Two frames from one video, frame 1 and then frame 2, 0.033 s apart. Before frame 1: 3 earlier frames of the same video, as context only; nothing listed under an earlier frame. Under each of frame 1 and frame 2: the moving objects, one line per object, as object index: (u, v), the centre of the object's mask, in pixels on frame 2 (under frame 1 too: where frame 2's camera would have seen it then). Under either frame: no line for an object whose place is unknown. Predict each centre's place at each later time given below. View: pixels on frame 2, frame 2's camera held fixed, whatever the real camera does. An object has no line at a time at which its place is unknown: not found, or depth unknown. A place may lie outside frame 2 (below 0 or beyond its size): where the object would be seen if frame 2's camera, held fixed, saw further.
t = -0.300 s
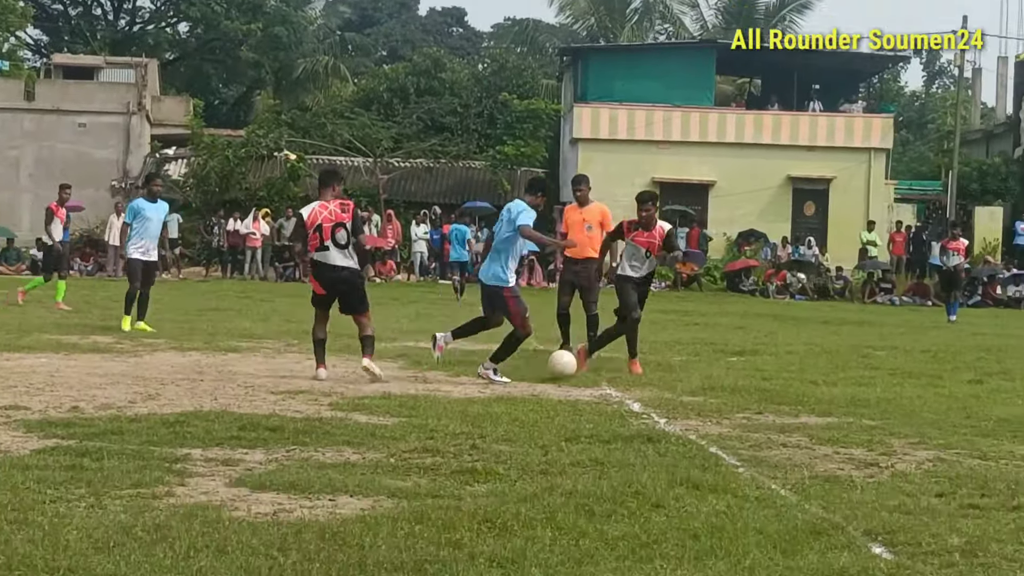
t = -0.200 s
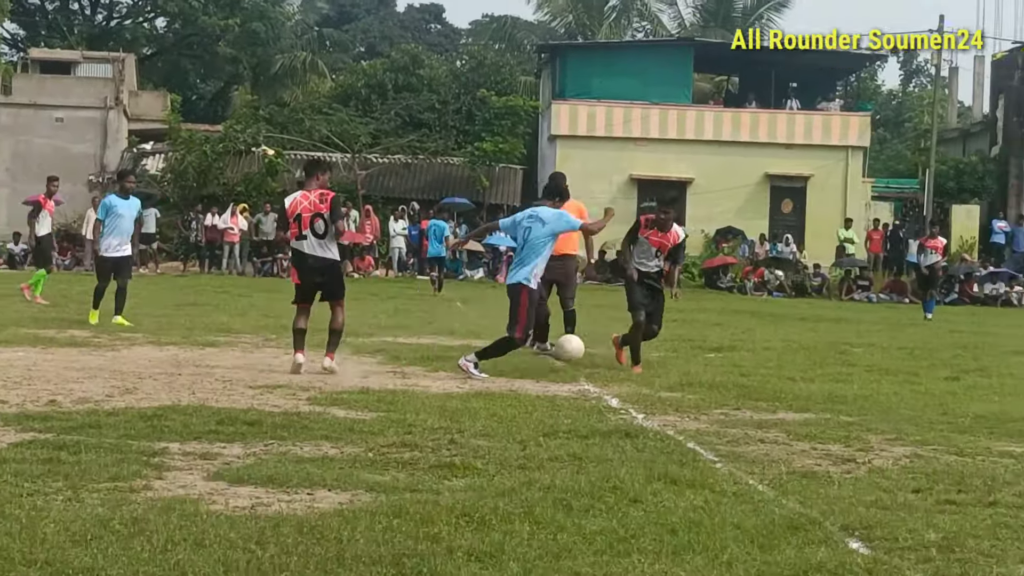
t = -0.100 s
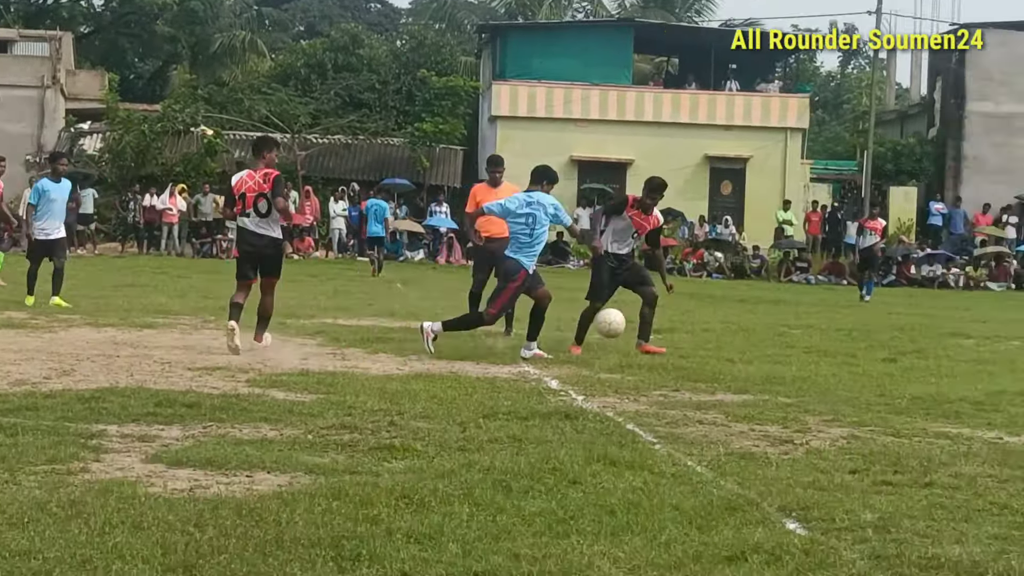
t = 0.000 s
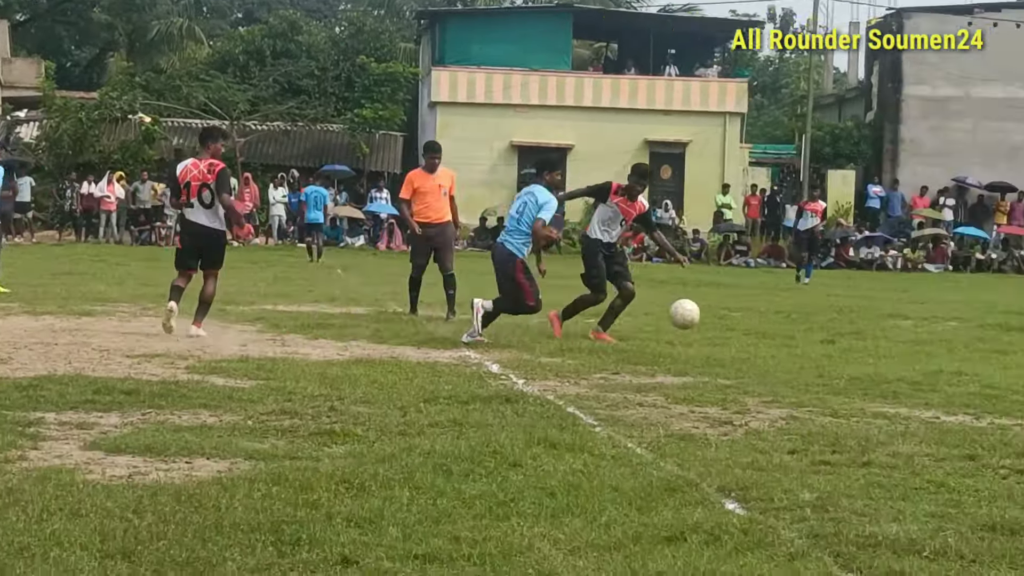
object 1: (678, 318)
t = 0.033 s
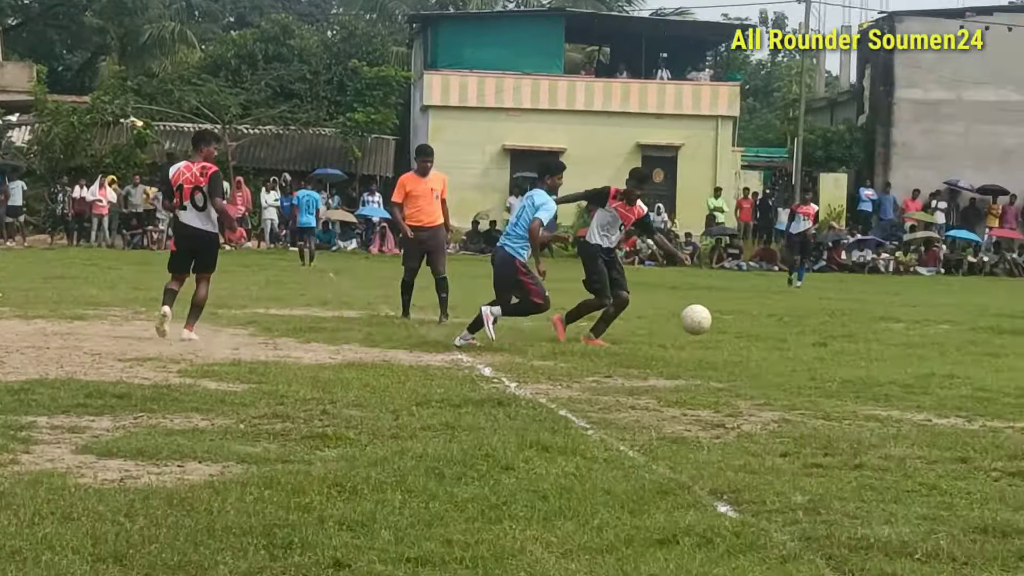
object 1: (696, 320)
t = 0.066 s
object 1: (734, 326)
